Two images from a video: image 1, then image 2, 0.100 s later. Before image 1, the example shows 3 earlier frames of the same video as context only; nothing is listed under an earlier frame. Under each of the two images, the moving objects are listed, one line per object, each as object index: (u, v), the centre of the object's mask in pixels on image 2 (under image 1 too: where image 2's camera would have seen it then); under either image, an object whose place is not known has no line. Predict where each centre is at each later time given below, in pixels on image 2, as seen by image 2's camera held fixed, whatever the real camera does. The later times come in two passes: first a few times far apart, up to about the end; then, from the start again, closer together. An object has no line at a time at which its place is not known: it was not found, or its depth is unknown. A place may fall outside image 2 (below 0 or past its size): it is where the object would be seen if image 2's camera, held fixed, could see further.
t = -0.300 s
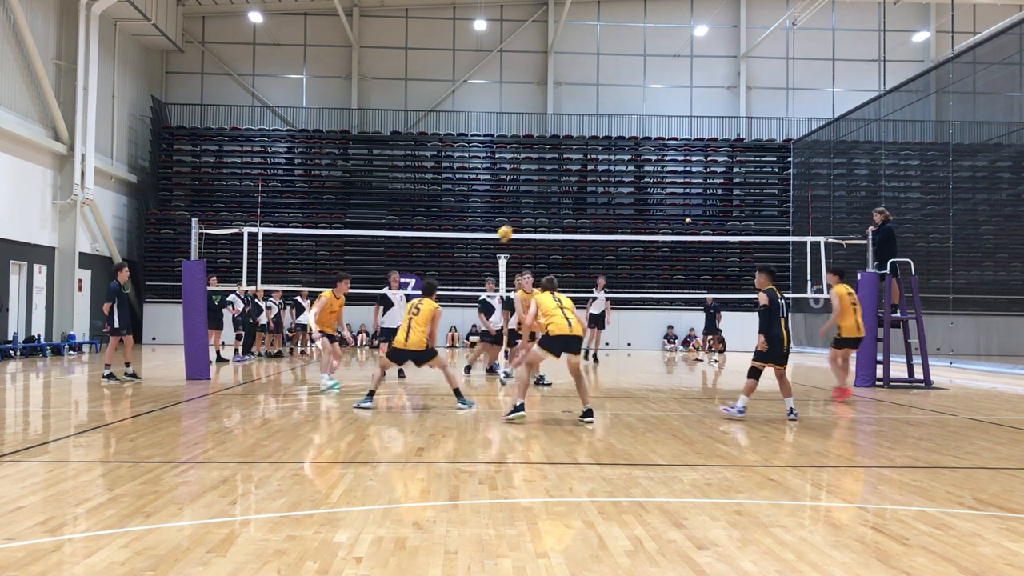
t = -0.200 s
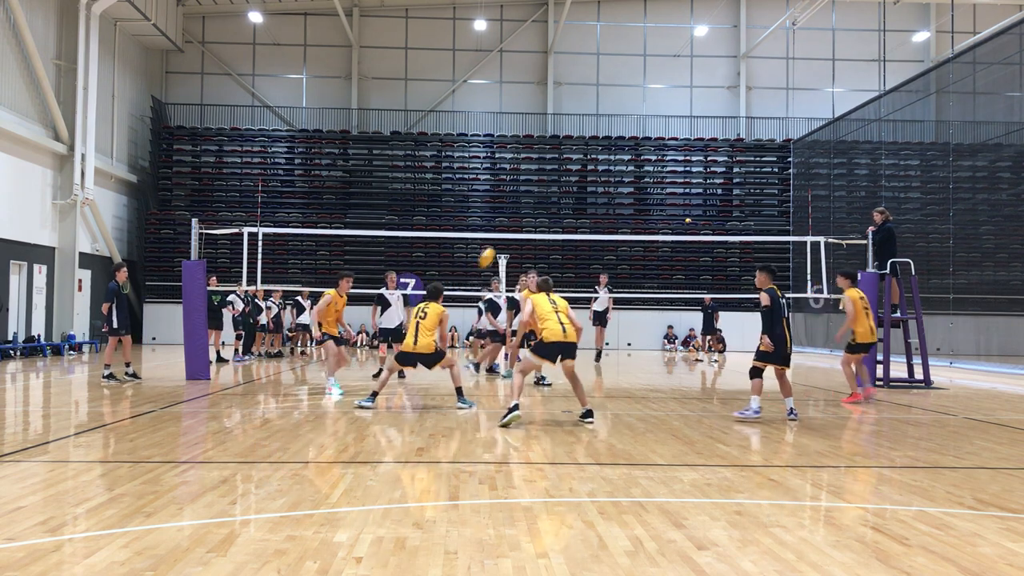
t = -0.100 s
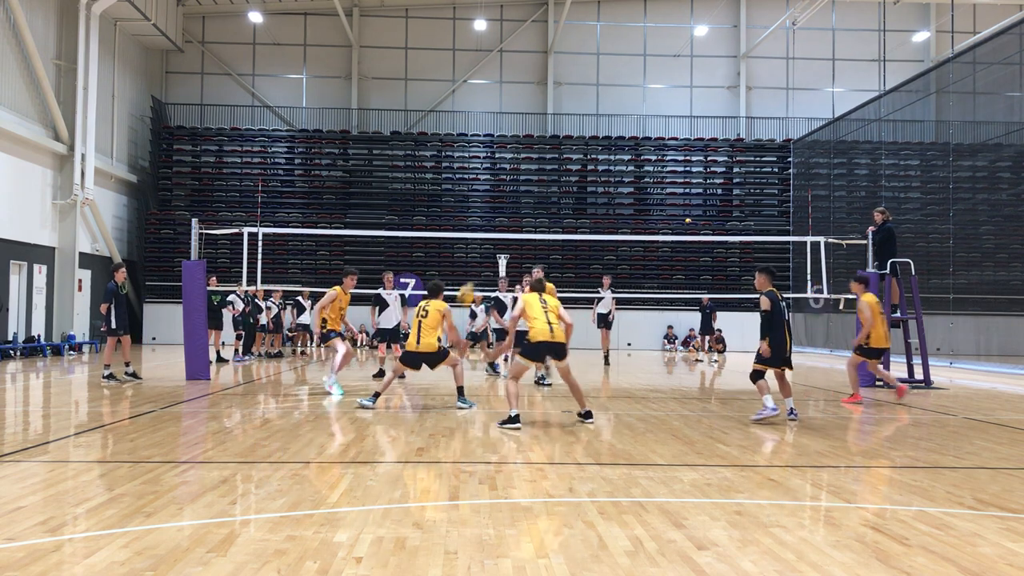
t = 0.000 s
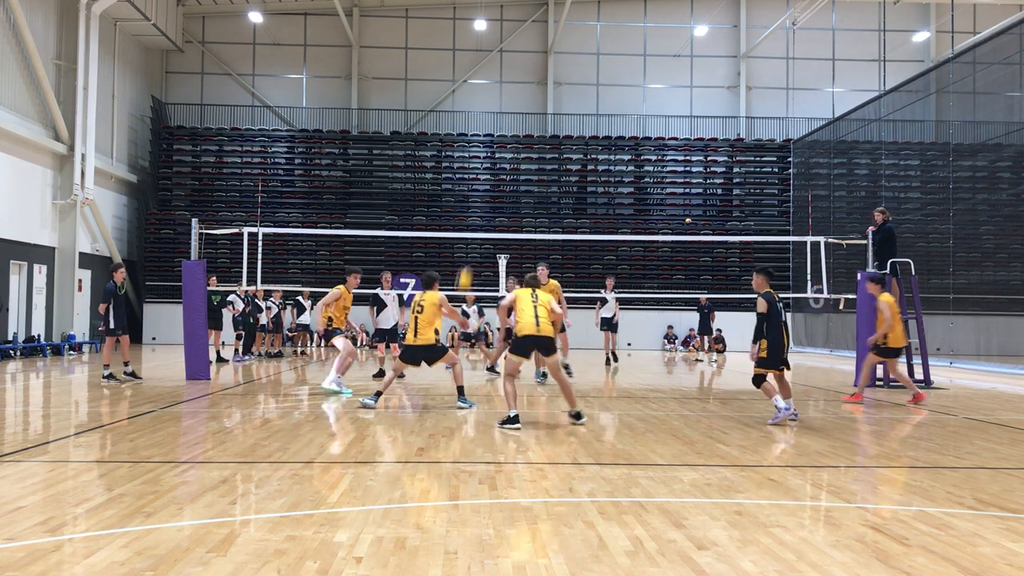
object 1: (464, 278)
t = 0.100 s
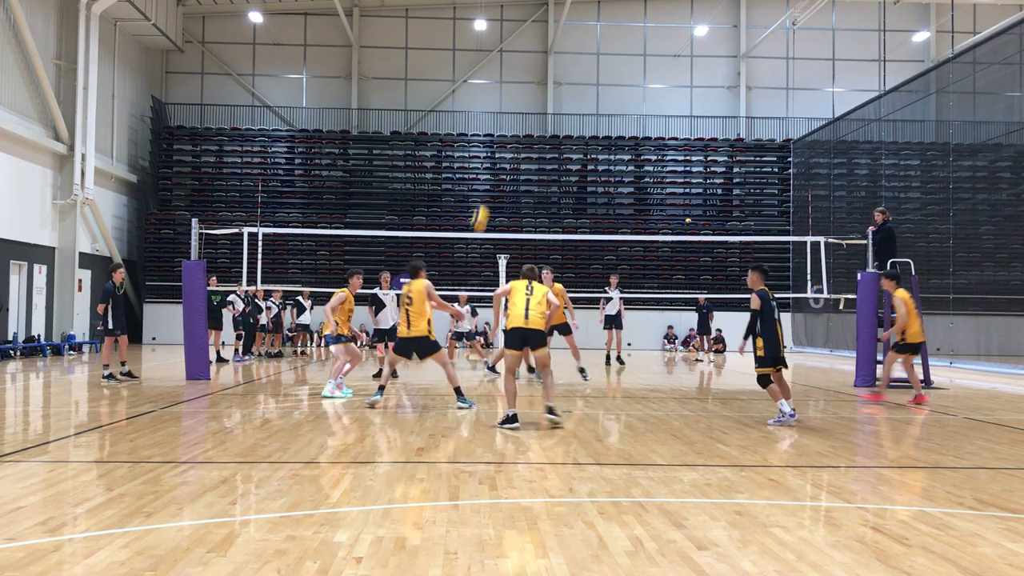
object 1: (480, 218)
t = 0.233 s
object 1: (500, 152)
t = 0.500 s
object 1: (537, 65)
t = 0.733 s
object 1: (567, 34)
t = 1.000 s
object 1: (597, 47)
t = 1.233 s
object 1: (621, 95)
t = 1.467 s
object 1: (644, 174)
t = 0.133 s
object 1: (485, 200)
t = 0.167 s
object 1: (491, 184)
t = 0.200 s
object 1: (496, 166)
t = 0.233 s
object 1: (500, 152)
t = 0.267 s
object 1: (504, 138)
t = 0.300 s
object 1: (510, 123)
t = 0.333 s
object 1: (515, 111)
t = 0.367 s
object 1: (520, 100)
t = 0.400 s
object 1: (524, 91)
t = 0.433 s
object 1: (529, 81)
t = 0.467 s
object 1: (534, 73)
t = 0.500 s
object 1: (537, 65)
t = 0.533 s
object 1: (542, 59)
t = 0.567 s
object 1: (546, 52)
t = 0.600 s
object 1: (551, 46)
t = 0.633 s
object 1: (555, 43)
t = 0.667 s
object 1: (559, 39)
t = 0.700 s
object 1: (563, 37)
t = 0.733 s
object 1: (567, 34)
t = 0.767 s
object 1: (571, 35)
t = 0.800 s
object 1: (574, 34)
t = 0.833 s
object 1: (579, 34)
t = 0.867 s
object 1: (582, 36)
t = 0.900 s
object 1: (586, 37)
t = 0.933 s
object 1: (590, 41)
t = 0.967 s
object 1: (593, 44)
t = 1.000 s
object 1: (597, 47)
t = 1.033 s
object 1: (601, 52)
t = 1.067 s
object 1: (605, 58)
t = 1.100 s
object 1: (608, 64)
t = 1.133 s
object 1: (612, 71)
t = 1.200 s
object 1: (618, 86)
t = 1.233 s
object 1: (621, 95)
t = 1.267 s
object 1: (625, 104)
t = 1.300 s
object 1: (628, 115)
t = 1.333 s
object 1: (632, 125)
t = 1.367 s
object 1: (634, 138)
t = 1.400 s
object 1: (637, 148)
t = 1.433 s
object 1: (640, 161)
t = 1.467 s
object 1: (644, 174)
